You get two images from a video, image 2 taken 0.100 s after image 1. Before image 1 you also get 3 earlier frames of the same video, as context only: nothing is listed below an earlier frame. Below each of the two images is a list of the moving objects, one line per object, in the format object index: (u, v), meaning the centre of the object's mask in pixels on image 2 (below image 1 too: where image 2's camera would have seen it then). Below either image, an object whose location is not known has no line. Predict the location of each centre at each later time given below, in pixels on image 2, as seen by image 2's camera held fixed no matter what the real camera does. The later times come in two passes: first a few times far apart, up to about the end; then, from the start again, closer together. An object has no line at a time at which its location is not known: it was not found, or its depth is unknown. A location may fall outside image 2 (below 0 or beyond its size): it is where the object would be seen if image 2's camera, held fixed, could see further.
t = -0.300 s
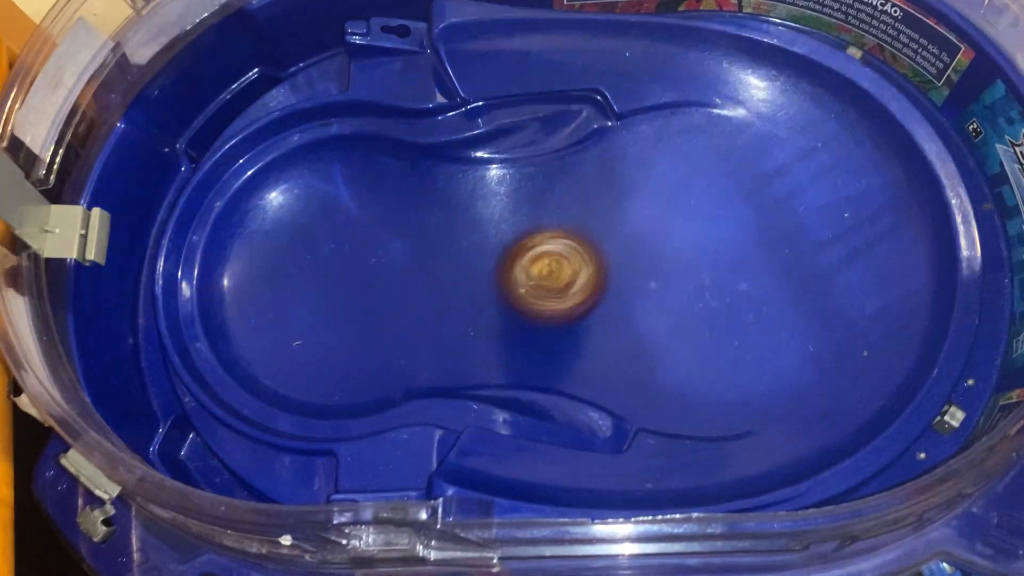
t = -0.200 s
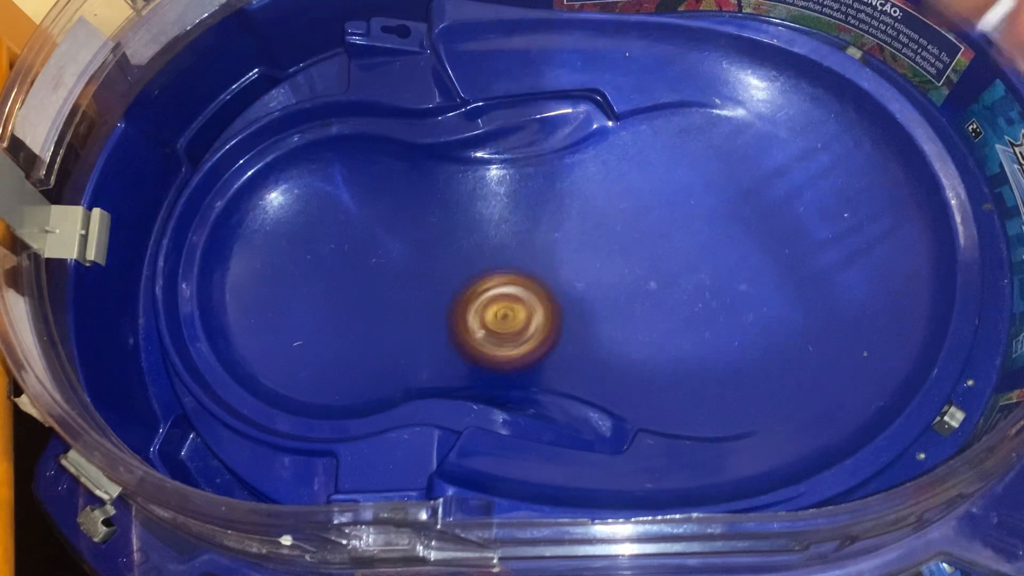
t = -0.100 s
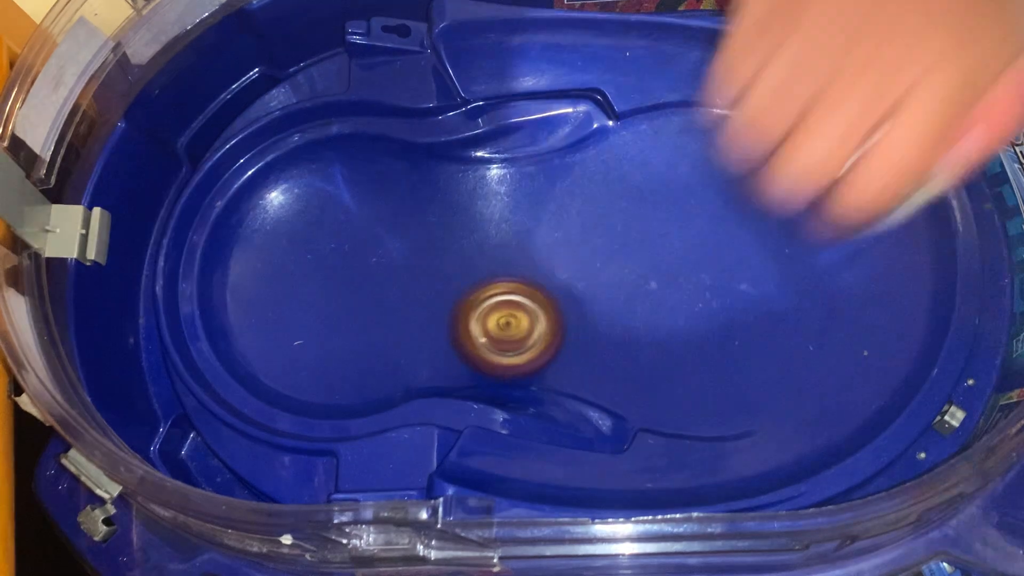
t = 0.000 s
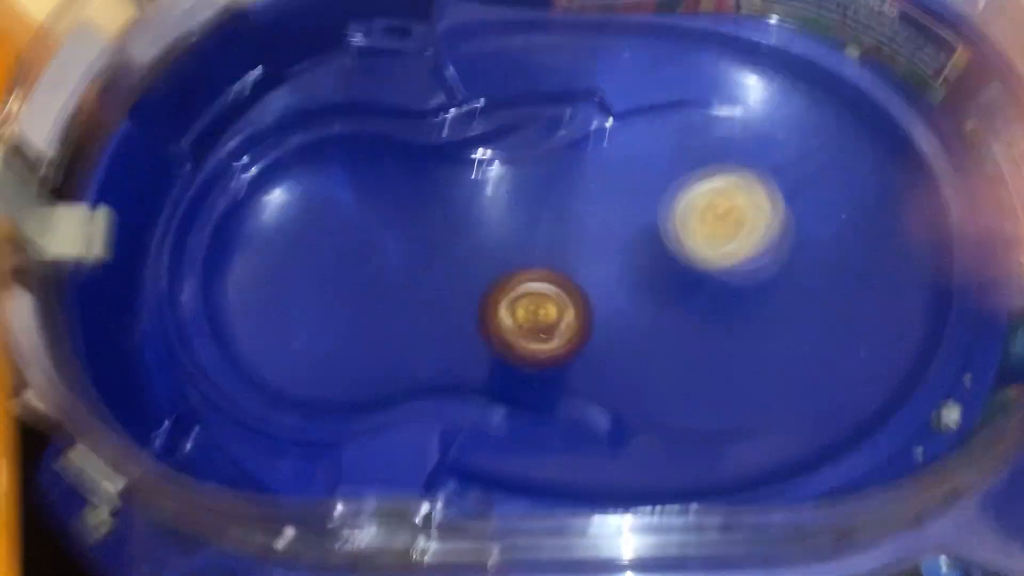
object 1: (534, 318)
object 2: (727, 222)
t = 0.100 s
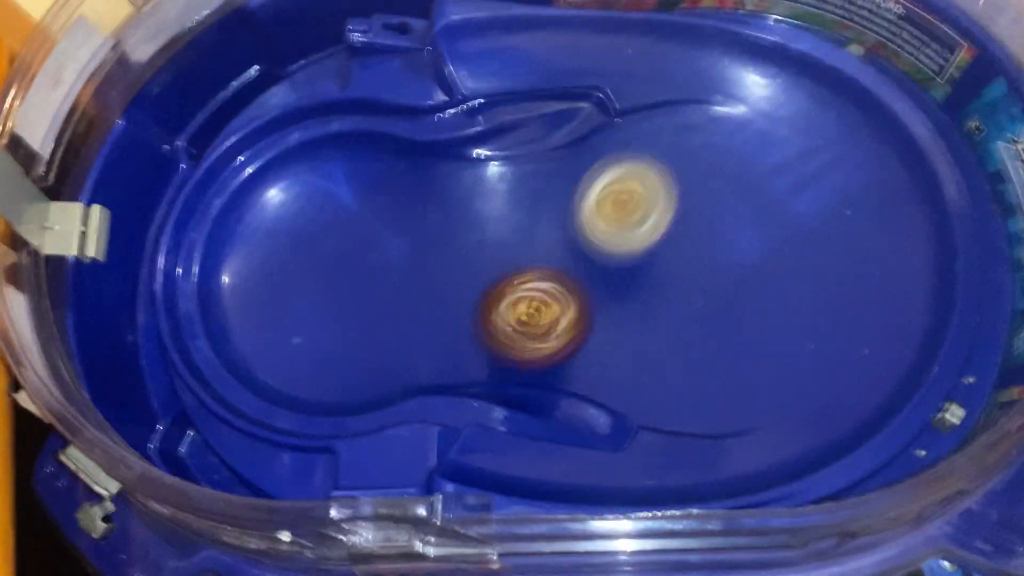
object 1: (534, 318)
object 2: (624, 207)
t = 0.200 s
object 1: (473, 343)
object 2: (644, 157)
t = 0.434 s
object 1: (347, 190)
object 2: (703, 258)
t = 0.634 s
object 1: (228, 300)
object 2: (795, 423)
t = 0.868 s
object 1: (528, 283)
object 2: (797, 263)
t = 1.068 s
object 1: (474, 163)
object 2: (918, 189)
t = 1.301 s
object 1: (202, 291)
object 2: (734, 252)
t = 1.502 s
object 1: (310, 371)
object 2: (569, 352)
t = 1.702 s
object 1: (425, 154)
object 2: (623, 292)
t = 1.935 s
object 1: (375, 239)
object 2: (725, 216)
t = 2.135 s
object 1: (346, 248)
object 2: (661, 234)
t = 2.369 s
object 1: (349, 236)
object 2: (634, 319)
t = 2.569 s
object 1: (356, 255)
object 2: (715, 288)
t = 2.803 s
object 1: (403, 284)
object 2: (613, 203)
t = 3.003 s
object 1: (411, 299)
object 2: (651, 274)
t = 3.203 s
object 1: (329, 286)
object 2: (857, 170)
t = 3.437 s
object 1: (248, 308)
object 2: (679, 116)
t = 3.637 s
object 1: (312, 294)
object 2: (580, 306)
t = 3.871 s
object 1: (337, 191)
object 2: (849, 374)
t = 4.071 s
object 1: (296, 203)
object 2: (783, 66)
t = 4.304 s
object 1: (320, 343)
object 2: (334, 155)
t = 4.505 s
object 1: (374, 363)
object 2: (223, 269)
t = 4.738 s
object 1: (754, 281)
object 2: (347, 191)
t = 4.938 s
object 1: (861, 181)
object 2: (372, 182)
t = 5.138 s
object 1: (746, 155)
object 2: (342, 198)
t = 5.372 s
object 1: (599, 247)
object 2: (386, 272)
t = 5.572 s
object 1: (582, 331)
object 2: (457, 291)
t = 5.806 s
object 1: (694, 354)
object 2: (505, 290)
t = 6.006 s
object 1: (781, 266)
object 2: (570, 271)
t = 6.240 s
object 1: (781, 147)
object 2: (662, 228)
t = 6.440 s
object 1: (784, 99)
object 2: (651, 245)
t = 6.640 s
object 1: (746, 168)
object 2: (679, 289)
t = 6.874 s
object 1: (743, 246)
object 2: (697, 348)
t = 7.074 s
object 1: (784, 213)
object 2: (678, 376)
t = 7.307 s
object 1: (770, 200)
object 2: (661, 294)
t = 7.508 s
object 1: (780, 214)
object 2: (611, 183)
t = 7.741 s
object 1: (765, 252)
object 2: (606, 157)
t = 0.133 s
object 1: (508, 336)
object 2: (629, 185)
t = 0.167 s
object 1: (488, 345)
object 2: (637, 167)
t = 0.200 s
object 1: (473, 343)
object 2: (644, 157)
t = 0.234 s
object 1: (463, 331)
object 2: (653, 151)
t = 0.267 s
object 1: (457, 315)
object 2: (663, 154)
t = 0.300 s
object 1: (446, 293)
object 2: (673, 162)
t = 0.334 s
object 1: (430, 267)
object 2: (681, 179)
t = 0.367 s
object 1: (408, 241)
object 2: (689, 200)
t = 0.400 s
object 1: (380, 215)
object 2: (696, 227)
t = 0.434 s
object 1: (347, 190)
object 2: (703, 258)
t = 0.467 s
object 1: (312, 169)
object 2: (712, 294)
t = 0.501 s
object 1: (271, 165)
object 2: (724, 327)
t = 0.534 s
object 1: (249, 187)
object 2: (737, 360)
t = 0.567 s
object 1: (234, 222)
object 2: (755, 389)
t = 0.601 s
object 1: (229, 263)
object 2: (776, 410)
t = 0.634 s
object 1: (228, 300)
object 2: (795, 423)
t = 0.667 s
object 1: (245, 331)
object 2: (809, 423)
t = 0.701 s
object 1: (279, 357)
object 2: (815, 413)
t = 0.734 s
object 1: (326, 363)
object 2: (816, 389)
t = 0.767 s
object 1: (381, 352)
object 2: (812, 359)
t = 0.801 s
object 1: (435, 328)
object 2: (809, 326)
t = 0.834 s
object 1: (483, 305)
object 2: (805, 293)
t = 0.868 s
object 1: (528, 283)
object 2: (797, 263)
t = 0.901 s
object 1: (571, 261)
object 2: (783, 238)
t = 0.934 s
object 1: (611, 243)
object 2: (765, 219)
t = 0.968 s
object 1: (624, 216)
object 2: (769, 208)
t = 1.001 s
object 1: (574, 192)
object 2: (835, 202)
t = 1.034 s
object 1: (523, 175)
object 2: (890, 196)
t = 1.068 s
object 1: (474, 163)
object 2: (918, 189)
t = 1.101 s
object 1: (426, 175)
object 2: (918, 192)
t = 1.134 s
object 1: (387, 192)
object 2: (910, 204)
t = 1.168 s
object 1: (349, 220)
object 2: (893, 219)
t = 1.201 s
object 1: (302, 240)
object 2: (859, 227)
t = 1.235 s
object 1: (249, 257)
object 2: (819, 232)
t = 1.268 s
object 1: (213, 275)
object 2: (776, 239)
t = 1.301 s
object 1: (202, 291)
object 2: (734, 252)
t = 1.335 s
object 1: (200, 315)
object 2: (693, 266)
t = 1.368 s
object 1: (207, 343)
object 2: (660, 282)
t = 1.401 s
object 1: (220, 359)
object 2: (629, 300)
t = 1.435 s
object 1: (242, 367)
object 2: (604, 316)
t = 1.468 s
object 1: (273, 372)
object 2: (582, 337)
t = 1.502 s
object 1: (310, 371)
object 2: (569, 352)
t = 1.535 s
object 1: (352, 341)
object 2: (564, 357)
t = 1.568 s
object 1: (383, 300)
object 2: (565, 356)
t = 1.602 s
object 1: (407, 258)
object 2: (572, 344)
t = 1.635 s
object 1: (421, 216)
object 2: (586, 327)
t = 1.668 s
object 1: (427, 179)
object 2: (603, 309)
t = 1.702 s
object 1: (425, 154)
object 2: (623, 292)
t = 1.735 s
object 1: (423, 153)
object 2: (644, 275)
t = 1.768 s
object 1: (424, 161)
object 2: (663, 261)
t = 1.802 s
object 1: (418, 174)
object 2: (682, 246)
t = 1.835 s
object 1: (410, 191)
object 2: (699, 235)
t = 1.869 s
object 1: (399, 210)
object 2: (710, 226)
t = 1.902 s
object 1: (386, 226)
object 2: (720, 220)
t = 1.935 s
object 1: (375, 239)
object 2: (725, 216)
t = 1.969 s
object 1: (362, 248)
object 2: (723, 213)
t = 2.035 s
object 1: (346, 257)
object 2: (706, 216)
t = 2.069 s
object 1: (343, 256)
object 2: (693, 220)
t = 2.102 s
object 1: (344, 252)
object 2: (677, 226)
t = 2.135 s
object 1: (346, 248)
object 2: (661, 234)
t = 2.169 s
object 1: (348, 245)
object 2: (643, 247)
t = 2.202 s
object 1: (349, 242)
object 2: (627, 258)
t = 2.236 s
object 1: (349, 240)
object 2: (615, 272)
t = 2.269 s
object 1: (350, 237)
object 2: (610, 284)
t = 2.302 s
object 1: (349, 236)
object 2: (612, 297)
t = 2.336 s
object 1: (350, 235)
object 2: (620, 309)
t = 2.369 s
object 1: (349, 236)
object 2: (634, 319)
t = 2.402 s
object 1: (349, 238)
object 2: (650, 326)
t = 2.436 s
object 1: (349, 242)
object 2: (666, 327)
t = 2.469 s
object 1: (349, 244)
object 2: (683, 323)
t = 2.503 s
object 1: (351, 248)
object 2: (698, 315)
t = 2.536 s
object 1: (353, 251)
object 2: (708, 304)
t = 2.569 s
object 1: (356, 255)
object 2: (715, 288)
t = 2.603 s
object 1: (360, 260)
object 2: (715, 266)
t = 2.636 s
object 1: (364, 264)
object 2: (709, 243)
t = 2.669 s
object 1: (369, 270)
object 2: (697, 224)
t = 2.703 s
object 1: (377, 274)
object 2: (679, 209)
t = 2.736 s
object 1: (385, 277)
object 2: (659, 200)
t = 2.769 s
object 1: (393, 281)
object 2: (637, 198)
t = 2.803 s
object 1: (403, 284)
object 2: (613, 203)
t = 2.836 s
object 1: (414, 287)
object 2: (595, 215)
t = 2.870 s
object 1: (428, 288)
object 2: (581, 227)
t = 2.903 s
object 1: (441, 289)
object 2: (570, 243)
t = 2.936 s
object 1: (447, 291)
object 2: (575, 259)
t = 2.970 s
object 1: (428, 297)
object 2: (610, 269)
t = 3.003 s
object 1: (411, 299)
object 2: (651, 274)
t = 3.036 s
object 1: (399, 298)
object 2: (695, 270)
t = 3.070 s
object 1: (388, 297)
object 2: (738, 261)
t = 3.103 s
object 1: (376, 295)
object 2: (779, 245)
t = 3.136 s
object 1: (362, 292)
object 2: (812, 224)
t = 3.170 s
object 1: (346, 288)
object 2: (840, 198)
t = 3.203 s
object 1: (329, 286)
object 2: (857, 170)
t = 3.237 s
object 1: (312, 284)
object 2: (863, 142)
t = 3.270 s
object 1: (295, 284)
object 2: (857, 116)
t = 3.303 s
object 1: (279, 285)
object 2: (839, 98)
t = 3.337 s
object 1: (265, 287)
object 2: (812, 90)
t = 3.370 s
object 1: (254, 291)
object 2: (773, 88)
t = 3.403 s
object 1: (248, 298)
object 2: (724, 98)
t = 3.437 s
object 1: (248, 308)
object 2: (679, 116)
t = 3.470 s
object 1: (255, 317)
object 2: (644, 140)
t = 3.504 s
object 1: (264, 323)
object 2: (615, 166)
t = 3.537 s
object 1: (277, 323)
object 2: (593, 199)
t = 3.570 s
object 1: (290, 317)
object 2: (579, 235)
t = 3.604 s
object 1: (301, 307)
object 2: (574, 272)
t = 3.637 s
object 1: (312, 294)
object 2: (580, 306)
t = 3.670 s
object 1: (322, 279)
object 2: (597, 342)
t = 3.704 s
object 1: (329, 263)
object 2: (623, 376)
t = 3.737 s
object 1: (334, 250)
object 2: (661, 401)
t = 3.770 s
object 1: (339, 232)
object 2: (705, 409)
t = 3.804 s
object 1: (340, 218)
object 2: (751, 411)
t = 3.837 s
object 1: (340, 203)
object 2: (800, 400)
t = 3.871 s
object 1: (337, 191)
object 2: (849, 374)
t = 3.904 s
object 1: (333, 183)
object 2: (893, 333)
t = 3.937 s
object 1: (325, 178)
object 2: (916, 279)
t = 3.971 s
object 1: (315, 176)
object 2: (917, 215)
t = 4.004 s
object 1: (306, 183)
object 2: (895, 161)
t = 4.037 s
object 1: (299, 192)
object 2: (851, 108)
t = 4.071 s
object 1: (296, 203)
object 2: (783, 66)
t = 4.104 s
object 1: (300, 215)
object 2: (699, 49)
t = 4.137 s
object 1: (308, 227)
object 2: (626, 49)
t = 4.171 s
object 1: (318, 238)
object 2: (548, 69)
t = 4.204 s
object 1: (330, 249)
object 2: (478, 98)
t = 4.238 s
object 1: (345, 259)
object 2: (410, 142)
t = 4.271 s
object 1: (341, 290)
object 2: (362, 161)
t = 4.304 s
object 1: (320, 343)
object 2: (334, 155)
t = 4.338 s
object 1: (306, 372)
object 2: (306, 185)
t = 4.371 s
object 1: (303, 368)
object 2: (276, 215)
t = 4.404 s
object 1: (307, 367)
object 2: (254, 244)
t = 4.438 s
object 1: (318, 371)
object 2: (241, 270)
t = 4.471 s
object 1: (328, 359)
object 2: (240, 291)
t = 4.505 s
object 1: (374, 363)
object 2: (223, 269)
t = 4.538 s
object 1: (424, 349)
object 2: (217, 244)
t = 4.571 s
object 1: (481, 339)
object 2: (233, 222)
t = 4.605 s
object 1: (536, 336)
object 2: (259, 212)
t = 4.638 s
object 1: (590, 340)
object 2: (283, 203)
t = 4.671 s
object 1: (648, 320)
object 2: (308, 198)
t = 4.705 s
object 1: (705, 302)
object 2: (329, 194)
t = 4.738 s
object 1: (754, 281)
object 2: (347, 191)
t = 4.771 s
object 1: (799, 260)
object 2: (361, 188)
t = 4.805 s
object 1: (830, 243)
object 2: (371, 185)
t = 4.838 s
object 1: (856, 228)
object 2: (377, 181)
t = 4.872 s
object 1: (870, 211)
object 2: (379, 180)
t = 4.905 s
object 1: (870, 196)
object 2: (378, 181)
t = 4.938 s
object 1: (861, 181)
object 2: (372, 182)
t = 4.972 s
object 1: (849, 170)
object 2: (362, 185)
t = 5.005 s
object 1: (833, 159)
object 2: (353, 187)
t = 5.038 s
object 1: (812, 152)
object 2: (346, 189)
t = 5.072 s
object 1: (790, 150)
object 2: (343, 189)
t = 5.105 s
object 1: (769, 151)
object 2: (341, 193)
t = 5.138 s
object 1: (746, 155)
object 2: (342, 198)
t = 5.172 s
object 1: (724, 163)
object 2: (344, 207)
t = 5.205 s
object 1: (701, 174)
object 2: (347, 217)
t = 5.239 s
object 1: (678, 186)
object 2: (352, 228)
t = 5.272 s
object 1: (656, 199)
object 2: (359, 239)
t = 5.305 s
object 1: (636, 214)
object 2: (367, 250)
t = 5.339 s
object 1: (616, 231)
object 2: (376, 261)
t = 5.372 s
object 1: (599, 247)
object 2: (386, 272)
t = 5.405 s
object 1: (586, 263)
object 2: (397, 280)
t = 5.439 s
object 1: (576, 279)
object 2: (409, 287)
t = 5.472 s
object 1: (569, 293)
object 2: (422, 293)
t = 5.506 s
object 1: (566, 305)
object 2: (436, 297)
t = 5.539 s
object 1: (567, 317)
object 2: (451, 296)
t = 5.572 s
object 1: (582, 331)
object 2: (457, 291)
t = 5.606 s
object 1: (593, 345)
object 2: (463, 289)
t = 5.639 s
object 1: (607, 354)
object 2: (470, 288)
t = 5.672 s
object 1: (622, 361)
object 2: (475, 291)
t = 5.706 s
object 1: (640, 365)
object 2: (480, 291)
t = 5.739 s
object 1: (656, 364)
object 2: (487, 291)
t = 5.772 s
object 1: (677, 361)
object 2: (496, 291)
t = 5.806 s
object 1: (694, 354)
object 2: (505, 290)
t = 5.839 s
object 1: (712, 346)
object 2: (515, 288)
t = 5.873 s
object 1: (729, 333)
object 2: (526, 286)
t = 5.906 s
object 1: (744, 320)
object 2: (537, 282)
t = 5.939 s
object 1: (760, 304)
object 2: (548, 278)
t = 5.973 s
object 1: (770, 287)
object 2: (558, 275)
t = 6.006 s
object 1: (781, 266)
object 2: (570, 271)
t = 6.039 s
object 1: (786, 246)
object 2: (583, 267)
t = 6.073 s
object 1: (793, 228)
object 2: (597, 262)
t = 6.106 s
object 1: (794, 208)
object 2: (610, 256)
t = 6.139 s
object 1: (796, 189)
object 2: (623, 250)
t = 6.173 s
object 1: (793, 174)
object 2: (637, 244)
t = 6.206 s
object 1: (788, 159)
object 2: (650, 237)
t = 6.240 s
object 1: (781, 147)
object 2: (662, 228)
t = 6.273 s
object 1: (772, 139)
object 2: (673, 221)
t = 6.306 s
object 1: (766, 130)
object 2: (681, 215)
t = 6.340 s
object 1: (781, 117)
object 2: (670, 220)
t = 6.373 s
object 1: (789, 106)
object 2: (662, 227)
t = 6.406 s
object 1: (787, 102)
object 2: (656, 235)
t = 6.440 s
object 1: (784, 99)
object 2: (651, 245)
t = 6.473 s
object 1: (776, 101)
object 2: (650, 253)
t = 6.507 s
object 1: (769, 106)
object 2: (651, 260)
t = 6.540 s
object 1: (763, 117)
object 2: (655, 268)
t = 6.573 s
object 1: (758, 131)
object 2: (661, 276)
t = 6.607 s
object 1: (753, 147)
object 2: (671, 283)
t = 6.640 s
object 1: (746, 168)
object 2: (679, 289)
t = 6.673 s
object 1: (739, 188)
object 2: (688, 292)
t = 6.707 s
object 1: (745, 200)
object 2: (686, 306)
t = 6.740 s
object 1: (747, 210)
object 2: (683, 321)
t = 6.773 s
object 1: (748, 217)
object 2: (684, 332)
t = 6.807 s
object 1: (748, 227)
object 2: (689, 339)
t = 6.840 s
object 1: (745, 236)
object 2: (694, 343)
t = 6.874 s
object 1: (743, 246)
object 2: (697, 348)
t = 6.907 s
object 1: (746, 249)
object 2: (695, 358)
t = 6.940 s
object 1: (763, 244)
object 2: (689, 375)
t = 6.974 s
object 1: (767, 232)
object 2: (679, 383)
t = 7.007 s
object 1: (777, 224)
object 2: (677, 390)
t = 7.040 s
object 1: (784, 219)
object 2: (678, 384)
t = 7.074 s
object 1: (784, 213)
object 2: (678, 376)
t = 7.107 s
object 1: (787, 205)
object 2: (676, 367)
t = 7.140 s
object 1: (789, 203)
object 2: (678, 357)
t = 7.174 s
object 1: (788, 201)
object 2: (674, 346)
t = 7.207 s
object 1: (785, 198)
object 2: (670, 336)
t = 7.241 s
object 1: (782, 199)
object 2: (667, 320)
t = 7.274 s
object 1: (778, 199)
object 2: (665, 308)
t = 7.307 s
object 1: (770, 200)
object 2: (661, 294)
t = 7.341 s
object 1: (761, 203)
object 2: (660, 277)
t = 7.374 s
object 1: (752, 206)
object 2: (659, 260)
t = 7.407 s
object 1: (762, 210)
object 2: (645, 244)
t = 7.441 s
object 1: (765, 213)
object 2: (629, 219)
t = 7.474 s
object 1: (773, 211)
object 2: (615, 201)
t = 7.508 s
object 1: (780, 214)
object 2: (611, 183)
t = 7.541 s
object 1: (782, 220)
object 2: (604, 171)
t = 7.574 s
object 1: (783, 222)
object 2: (601, 162)
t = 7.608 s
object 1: (785, 224)
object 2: (597, 156)
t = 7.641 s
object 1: (784, 232)
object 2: (597, 153)
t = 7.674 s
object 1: (780, 240)
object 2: (596, 152)
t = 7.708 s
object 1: (771, 245)
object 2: (601, 153)
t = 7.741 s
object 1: (765, 252)
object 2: (606, 157)
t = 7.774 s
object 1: (757, 257)
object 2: (615, 165)
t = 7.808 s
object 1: (745, 263)
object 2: (625, 173)
